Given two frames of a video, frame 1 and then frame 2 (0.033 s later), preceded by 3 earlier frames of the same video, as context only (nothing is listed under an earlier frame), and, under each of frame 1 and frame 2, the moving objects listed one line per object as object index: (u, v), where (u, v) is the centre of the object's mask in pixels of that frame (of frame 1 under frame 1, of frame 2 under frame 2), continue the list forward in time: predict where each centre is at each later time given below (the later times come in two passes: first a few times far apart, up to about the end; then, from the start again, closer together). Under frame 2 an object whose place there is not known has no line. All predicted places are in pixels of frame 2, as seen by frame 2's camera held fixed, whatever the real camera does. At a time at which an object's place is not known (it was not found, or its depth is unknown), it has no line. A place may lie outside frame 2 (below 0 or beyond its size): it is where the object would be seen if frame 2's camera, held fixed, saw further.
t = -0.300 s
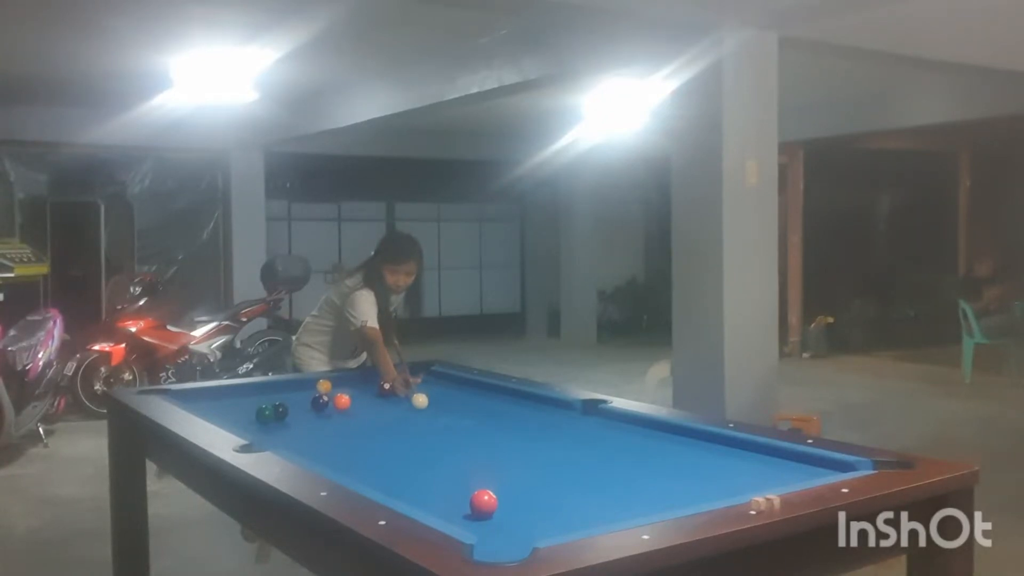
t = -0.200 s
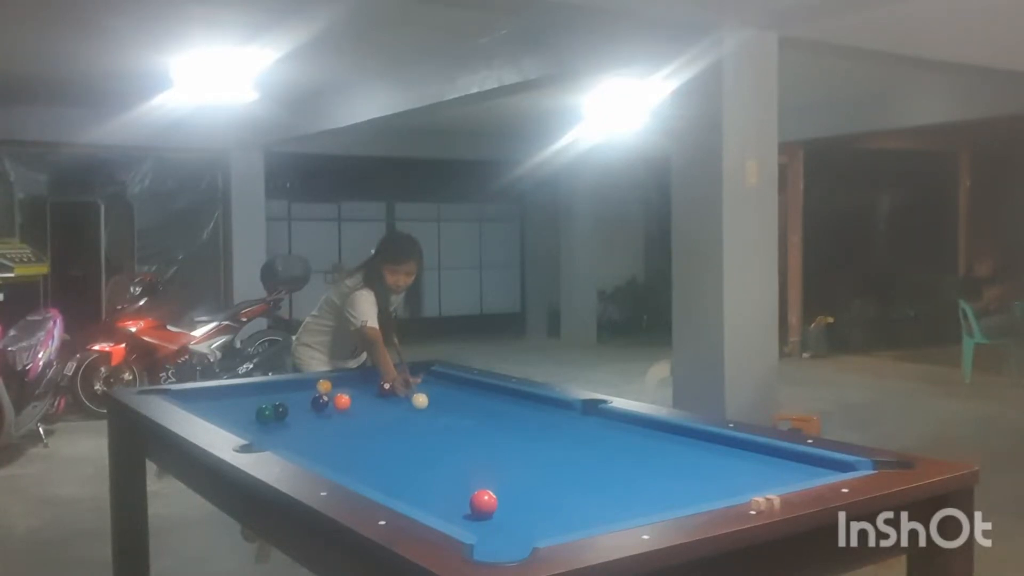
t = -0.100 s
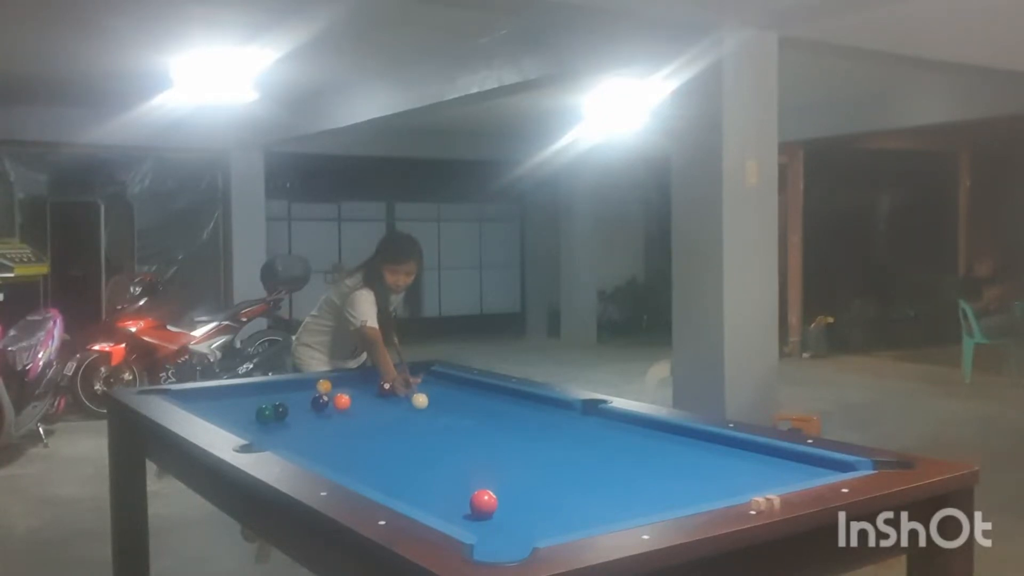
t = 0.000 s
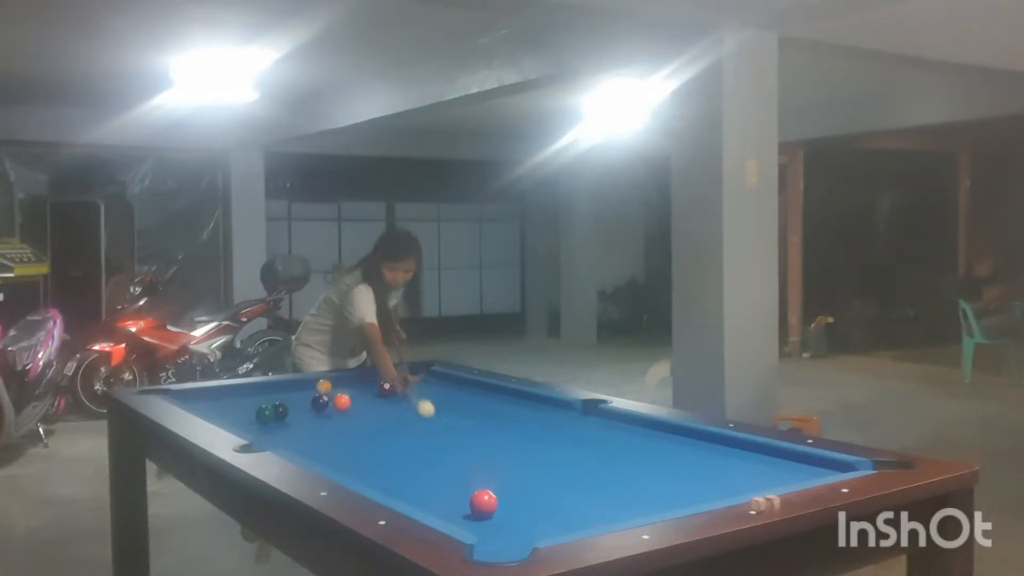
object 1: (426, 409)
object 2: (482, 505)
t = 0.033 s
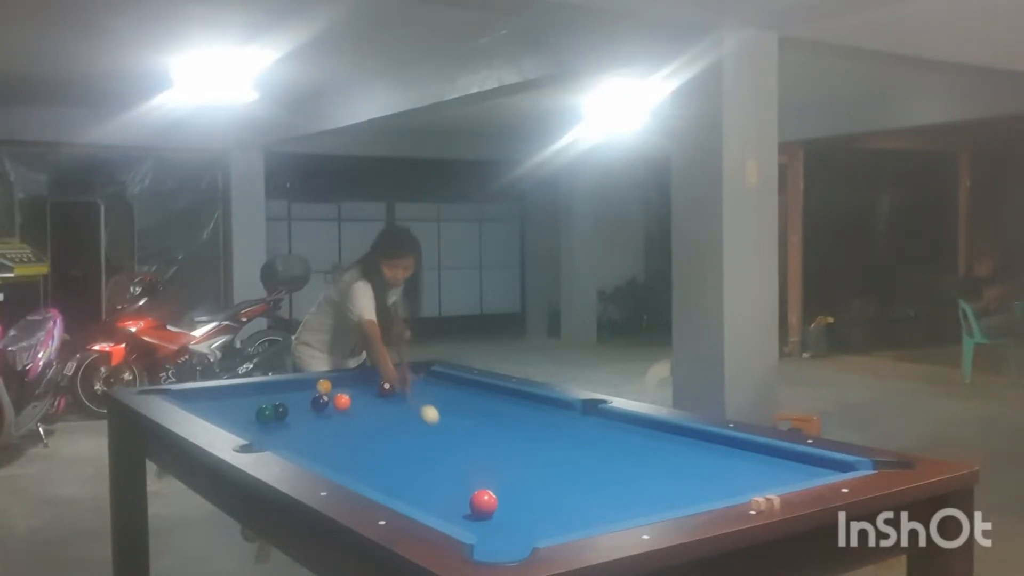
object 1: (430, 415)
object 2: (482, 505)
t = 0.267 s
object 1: (459, 458)
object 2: (482, 505)
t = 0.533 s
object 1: (496, 499)
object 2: (495, 538)
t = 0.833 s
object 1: (536, 523)
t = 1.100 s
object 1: (507, 528)
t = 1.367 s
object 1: (469, 519)
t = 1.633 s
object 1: (464, 508)
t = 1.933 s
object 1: (461, 495)
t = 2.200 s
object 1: (457, 487)
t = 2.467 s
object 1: (454, 480)
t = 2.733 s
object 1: (452, 473)
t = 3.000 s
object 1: (450, 468)
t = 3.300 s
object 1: (449, 463)
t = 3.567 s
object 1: (449, 459)
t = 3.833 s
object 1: (449, 456)
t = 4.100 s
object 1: (449, 454)
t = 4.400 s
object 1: (449, 453)
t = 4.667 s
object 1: (449, 453)
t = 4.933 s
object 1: (449, 453)
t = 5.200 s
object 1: (449, 453)
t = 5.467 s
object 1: (449, 453)
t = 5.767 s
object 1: (449, 453)
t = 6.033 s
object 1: (449, 453)
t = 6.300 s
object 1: (449, 453)
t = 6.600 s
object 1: (449, 453)
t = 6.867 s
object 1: (449, 452)
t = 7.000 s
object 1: (449, 452)
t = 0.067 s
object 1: (434, 420)
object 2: (482, 505)
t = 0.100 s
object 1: (438, 427)
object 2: (482, 505)
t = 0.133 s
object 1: (442, 432)
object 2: (482, 505)
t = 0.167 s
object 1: (446, 439)
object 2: (482, 505)
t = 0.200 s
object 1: (451, 444)
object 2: (482, 505)
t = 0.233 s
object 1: (455, 451)
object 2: (482, 505)
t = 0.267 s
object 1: (459, 458)
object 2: (482, 505)
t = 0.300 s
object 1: (464, 465)
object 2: (482, 505)
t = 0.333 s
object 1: (469, 473)
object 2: (482, 505)
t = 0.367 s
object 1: (474, 480)
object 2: (482, 505)
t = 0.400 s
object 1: (479, 485)
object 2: (482, 505)
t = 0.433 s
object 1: (485, 491)
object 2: (484, 511)
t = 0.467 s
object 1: (489, 494)
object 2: (486, 519)
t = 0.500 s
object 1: (492, 497)
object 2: (487, 531)
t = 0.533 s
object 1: (496, 499)
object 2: (495, 538)
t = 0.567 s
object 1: (500, 500)
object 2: (507, 546)
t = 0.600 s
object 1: (505, 503)
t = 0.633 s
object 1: (509, 505)
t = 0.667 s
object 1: (513, 508)
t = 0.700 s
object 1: (518, 511)
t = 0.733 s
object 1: (522, 514)
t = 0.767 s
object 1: (527, 517)
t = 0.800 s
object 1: (531, 520)
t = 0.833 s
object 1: (536, 523)
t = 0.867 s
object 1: (540, 526)
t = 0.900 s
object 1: (545, 528)
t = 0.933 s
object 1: (549, 530)
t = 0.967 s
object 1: (543, 530)
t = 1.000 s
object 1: (533, 530)
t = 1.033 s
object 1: (524, 529)
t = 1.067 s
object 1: (516, 529)
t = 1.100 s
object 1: (507, 528)
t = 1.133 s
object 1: (499, 527)
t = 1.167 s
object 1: (491, 526)
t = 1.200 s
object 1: (483, 525)
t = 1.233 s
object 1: (476, 524)
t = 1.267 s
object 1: (470, 522)
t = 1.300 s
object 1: (470, 521)
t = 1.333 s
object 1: (469, 520)
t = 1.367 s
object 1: (469, 519)
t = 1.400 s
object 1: (468, 517)
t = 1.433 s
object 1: (468, 516)
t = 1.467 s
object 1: (467, 514)
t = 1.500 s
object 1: (467, 512)
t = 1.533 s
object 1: (466, 512)
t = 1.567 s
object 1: (466, 511)
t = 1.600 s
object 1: (465, 509)
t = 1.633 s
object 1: (464, 508)
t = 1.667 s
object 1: (464, 507)
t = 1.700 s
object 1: (464, 505)
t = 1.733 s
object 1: (463, 503)
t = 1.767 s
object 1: (463, 502)
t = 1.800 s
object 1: (463, 500)
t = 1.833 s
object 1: (462, 500)
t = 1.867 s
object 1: (462, 498)
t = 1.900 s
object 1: (462, 497)
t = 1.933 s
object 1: (461, 495)
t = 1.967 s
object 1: (461, 494)
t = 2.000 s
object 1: (460, 493)
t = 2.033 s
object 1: (459, 493)
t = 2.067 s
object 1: (459, 491)
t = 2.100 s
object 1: (458, 490)
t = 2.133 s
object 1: (458, 490)
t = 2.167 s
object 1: (458, 488)
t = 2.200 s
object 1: (457, 487)
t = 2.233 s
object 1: (457, 486)
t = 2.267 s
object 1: (456, 485)
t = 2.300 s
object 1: (456, 484)
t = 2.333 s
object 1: (456, 483)
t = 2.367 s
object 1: (455, 482)
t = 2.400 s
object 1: (455, 482)
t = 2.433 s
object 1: (454, 481)
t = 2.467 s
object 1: (454, 480)
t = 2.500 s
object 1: (454, 479)
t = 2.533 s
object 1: (453, 478)
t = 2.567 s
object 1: (453, 478)
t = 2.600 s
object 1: (453, 477)
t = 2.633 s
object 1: (452, 476)
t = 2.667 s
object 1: (452, 475)
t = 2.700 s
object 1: (452, 474)
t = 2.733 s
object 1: (452, 473)
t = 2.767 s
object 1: (452, 473)
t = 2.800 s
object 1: (451, 471)
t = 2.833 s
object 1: (451, 471)
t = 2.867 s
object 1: (451, 470)
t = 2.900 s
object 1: (451, 470)
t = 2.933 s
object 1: (451, 469)
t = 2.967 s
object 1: (451, 468)
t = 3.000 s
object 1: (450, 468)
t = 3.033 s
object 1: (450, 467)
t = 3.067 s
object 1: (450, 467)
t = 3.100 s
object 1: (450, 466)
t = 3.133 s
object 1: (450, 465)
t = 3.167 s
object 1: (450, 465)
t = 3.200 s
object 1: (450, 464)
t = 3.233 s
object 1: (450, 464)
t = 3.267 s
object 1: (449, 463)
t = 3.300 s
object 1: (449, 463)
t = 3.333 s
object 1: (449, 462)
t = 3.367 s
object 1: (449, 462)
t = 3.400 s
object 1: (449, 461)
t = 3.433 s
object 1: (449, 461)
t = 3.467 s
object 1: (449, 460)
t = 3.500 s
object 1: (449, 460)
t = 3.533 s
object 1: (449, 460)
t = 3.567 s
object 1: (449, 459)
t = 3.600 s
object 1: (449, 459)
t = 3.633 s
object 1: (449, 458)
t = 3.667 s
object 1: (449, 458)
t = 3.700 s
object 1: (449, 457)
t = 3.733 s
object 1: (449, 457)
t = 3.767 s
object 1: (449, 456)
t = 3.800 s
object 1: (449, 456)
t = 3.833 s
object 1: (449, 456)
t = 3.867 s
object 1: (449, 456)
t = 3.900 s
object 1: (449, 455)
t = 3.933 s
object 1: (449, 455)
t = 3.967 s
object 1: (449, 455)
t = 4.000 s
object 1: (449, 454)
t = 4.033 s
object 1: (449, 454)
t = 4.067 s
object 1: (449, 454)
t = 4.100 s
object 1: (449, 454)
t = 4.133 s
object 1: (449, 454)
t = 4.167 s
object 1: (449, 454)
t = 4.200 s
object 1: (449, 453)
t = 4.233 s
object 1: (449, 453)
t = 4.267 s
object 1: (449, 453)
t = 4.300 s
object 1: (449, 453)
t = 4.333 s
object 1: (449, 453)
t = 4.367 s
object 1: (449, 453)
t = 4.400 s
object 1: (449, 453)
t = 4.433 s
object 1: (449, 453)
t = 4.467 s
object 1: (449, 453)
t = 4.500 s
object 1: (449, 453)
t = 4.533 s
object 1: (449, 453)
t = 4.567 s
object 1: (449, 453)
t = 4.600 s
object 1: (449, 453)
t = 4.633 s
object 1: (449, 453)
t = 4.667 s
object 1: (449, 453)
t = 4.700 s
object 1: (449, 453)
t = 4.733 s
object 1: (449, 453)
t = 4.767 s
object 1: (449, 453)
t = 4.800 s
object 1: (449, 453)
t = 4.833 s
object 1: (449, 453)
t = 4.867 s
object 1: (449, 453)
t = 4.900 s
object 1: (449, 453)
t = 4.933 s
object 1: (449, 453)
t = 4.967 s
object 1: (449, 453)
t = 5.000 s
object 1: (449, 453)
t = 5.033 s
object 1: (449, 453)
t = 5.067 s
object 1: (449, 453)
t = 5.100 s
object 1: (449, 453)
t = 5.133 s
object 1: (449, 453)
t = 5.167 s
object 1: (449, 453)
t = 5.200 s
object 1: (449, 453)
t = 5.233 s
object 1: (449, 453)
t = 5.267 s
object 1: (449, 453)
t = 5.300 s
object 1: (449, 453)
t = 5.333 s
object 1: (449, 453)
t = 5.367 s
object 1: (449, 453)
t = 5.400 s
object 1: (449, 453)
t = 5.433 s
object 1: (449, 453)
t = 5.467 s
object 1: (449, 453)
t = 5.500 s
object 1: (449, 453)
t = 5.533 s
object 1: (449, 452)
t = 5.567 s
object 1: (449, 453)
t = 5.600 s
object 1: (449, 453)
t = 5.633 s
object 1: (449, 452)
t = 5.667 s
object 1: (449, 453)
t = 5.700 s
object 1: (449, 453)
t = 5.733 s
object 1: (449, 453)
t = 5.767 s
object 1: (449, 453)
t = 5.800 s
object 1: (449, 453)
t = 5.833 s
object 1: (449, 453)
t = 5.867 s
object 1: (449, 453)
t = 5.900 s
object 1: (449, 453)
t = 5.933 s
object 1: (449, 453)
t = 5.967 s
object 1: (449, 453)
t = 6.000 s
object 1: (449, 453)
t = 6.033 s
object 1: (449, 453)
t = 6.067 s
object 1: (449, 453)
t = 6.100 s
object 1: (449, 453)
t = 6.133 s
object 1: (449, 453)
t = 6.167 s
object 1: (449, 453)
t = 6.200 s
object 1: (449, 453)
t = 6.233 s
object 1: (449, 453)
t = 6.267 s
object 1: (449, 453)
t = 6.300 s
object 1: (449, 453)
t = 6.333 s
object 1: (449, 453)
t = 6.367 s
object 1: (449, 453)
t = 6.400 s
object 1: (449, 453)
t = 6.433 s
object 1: (449, 453)
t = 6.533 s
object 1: (449, 453)
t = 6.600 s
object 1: (449, 453)
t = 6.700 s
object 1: (449, 453)
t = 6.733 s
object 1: (449, 453)
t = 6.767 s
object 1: (449, 453)
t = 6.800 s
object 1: (449, 453)
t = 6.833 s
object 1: (449, 453)
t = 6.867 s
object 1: (449, 452)
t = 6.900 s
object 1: (449, 452)
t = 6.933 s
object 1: (449, 452)
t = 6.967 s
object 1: (449, 452)
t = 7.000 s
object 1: (449, 452)
